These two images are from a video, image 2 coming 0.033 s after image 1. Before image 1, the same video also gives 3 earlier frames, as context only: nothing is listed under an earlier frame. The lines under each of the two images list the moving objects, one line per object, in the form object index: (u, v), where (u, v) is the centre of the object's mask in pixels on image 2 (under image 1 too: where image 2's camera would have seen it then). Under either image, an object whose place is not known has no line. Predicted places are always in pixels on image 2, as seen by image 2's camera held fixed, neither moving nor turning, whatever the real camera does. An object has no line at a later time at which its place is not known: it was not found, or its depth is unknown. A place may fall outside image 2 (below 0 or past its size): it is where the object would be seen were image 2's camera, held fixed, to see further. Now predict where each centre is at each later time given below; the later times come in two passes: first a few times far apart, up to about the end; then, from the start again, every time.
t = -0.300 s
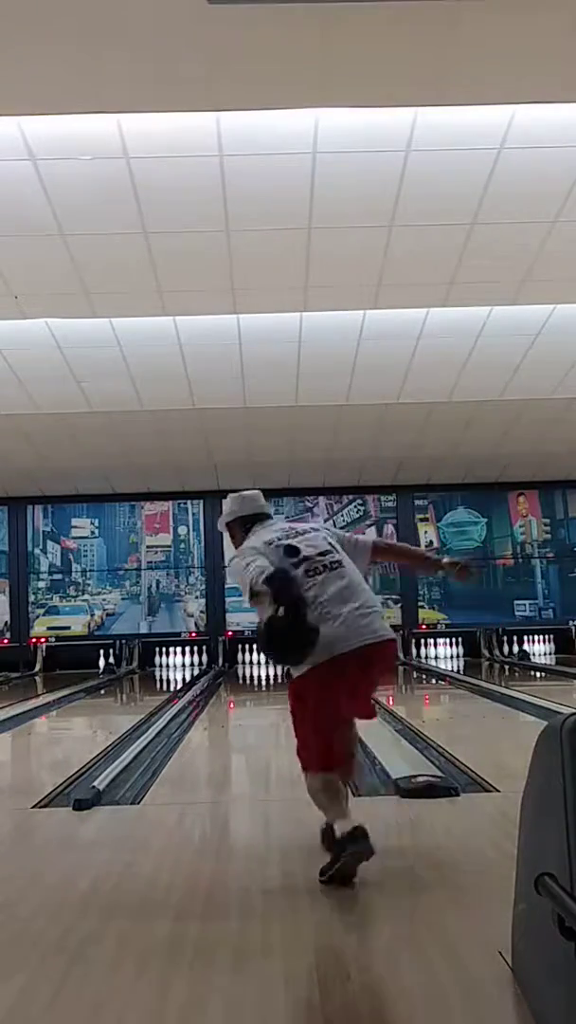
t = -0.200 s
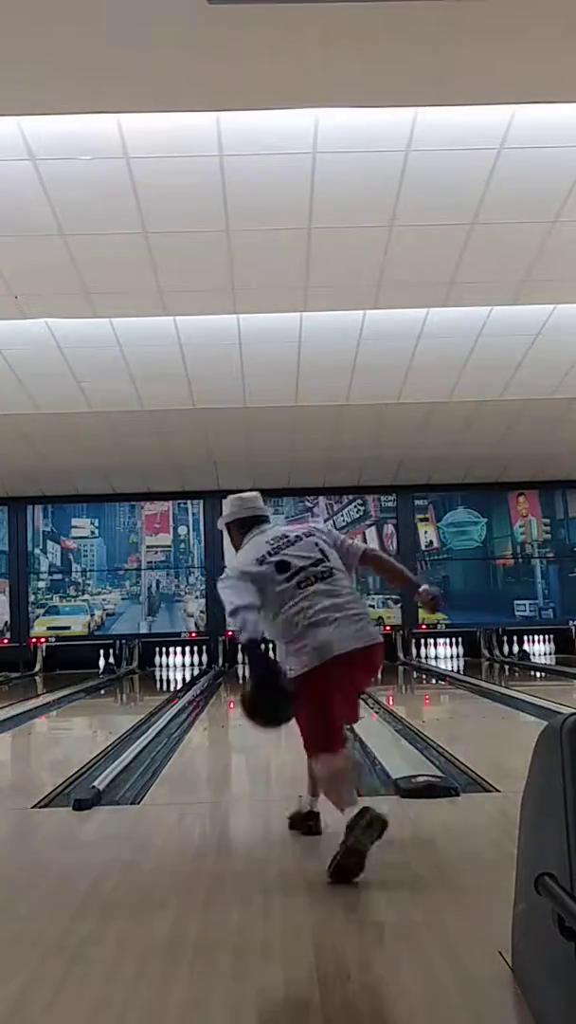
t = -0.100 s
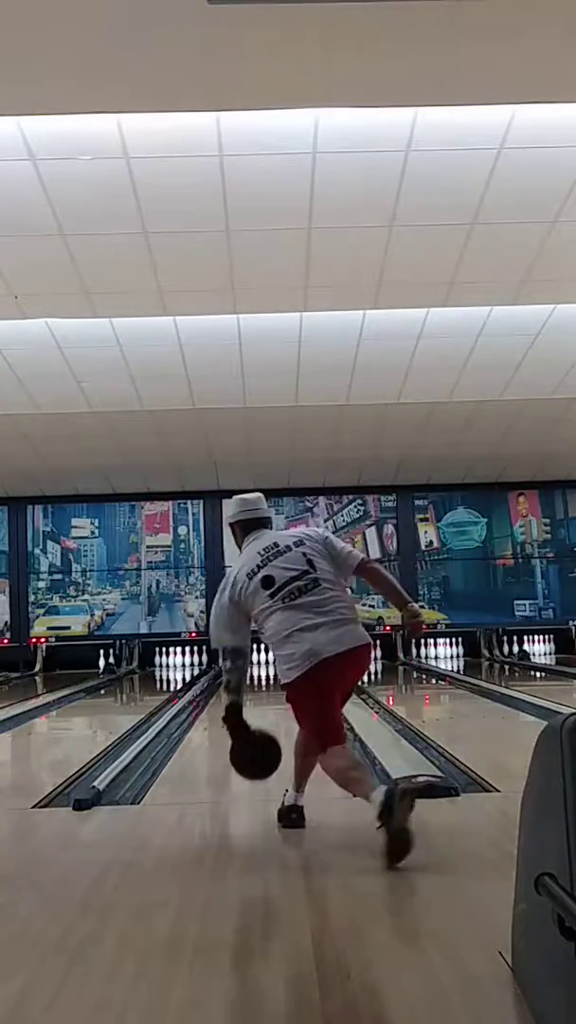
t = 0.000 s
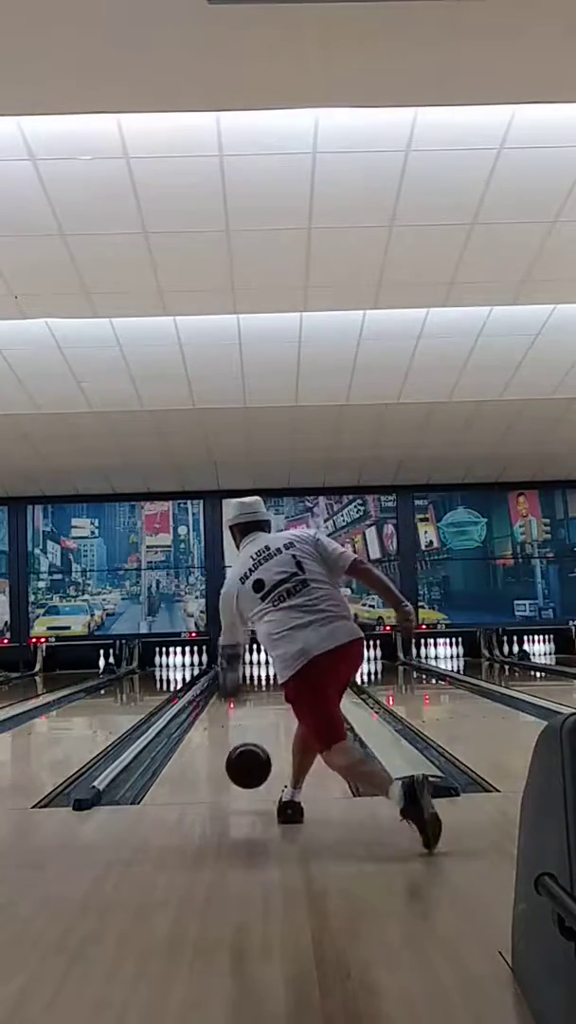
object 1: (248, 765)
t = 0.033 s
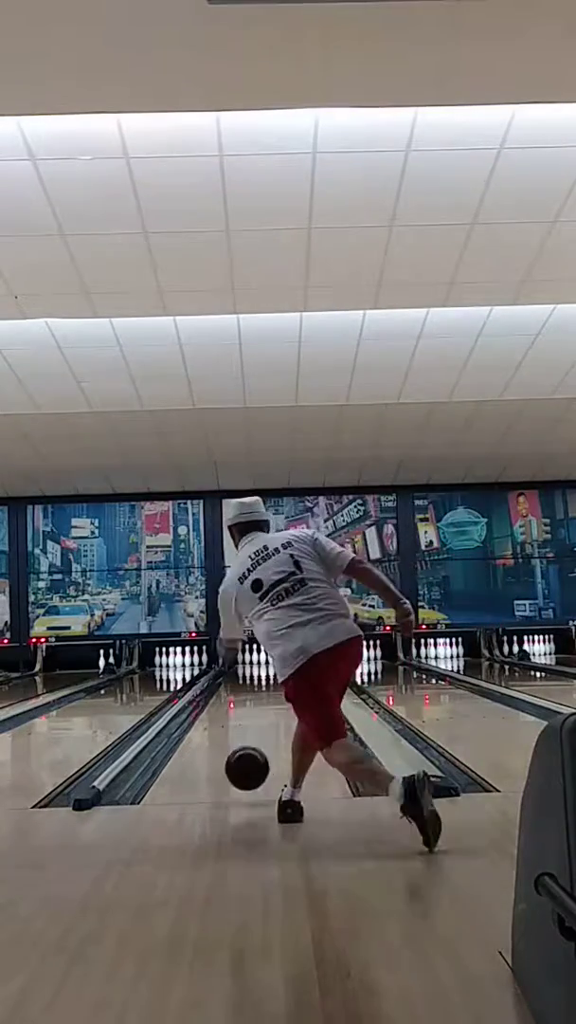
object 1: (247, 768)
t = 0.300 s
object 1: (239, 741)
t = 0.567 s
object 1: (234, 716)
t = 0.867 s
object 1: (232, 700)
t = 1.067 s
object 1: (231, 692)
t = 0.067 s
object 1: (245, 772)
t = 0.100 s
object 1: (244, 766)
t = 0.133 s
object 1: (243, 759)
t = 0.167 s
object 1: (242, 755)
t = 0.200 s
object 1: (241, 752)
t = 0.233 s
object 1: (240, 749)
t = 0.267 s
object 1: (239, 744)
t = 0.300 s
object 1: (239, 741)
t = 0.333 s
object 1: (238, 737)
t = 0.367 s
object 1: (237, 734)
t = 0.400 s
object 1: (236, 727)
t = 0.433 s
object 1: (236, 725)
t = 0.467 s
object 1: (235, 722)
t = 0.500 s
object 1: (235, 720)
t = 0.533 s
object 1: (234, 718)
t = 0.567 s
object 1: (234, 716)
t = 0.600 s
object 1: (234, 714)
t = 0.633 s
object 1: (233, 712)
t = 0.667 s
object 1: (233, 710)
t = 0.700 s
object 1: (233, 708)
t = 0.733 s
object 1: (233, 707)
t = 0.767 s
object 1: (232, 705)
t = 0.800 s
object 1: (232, 703)
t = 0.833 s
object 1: (232, 702)
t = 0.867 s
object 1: (232, 700)
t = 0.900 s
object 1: (232, 699)
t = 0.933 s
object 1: (231, 698)
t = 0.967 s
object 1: (231, 697)
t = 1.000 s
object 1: (231, 695)
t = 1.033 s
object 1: (231, 694)
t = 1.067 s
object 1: (231, 692)
